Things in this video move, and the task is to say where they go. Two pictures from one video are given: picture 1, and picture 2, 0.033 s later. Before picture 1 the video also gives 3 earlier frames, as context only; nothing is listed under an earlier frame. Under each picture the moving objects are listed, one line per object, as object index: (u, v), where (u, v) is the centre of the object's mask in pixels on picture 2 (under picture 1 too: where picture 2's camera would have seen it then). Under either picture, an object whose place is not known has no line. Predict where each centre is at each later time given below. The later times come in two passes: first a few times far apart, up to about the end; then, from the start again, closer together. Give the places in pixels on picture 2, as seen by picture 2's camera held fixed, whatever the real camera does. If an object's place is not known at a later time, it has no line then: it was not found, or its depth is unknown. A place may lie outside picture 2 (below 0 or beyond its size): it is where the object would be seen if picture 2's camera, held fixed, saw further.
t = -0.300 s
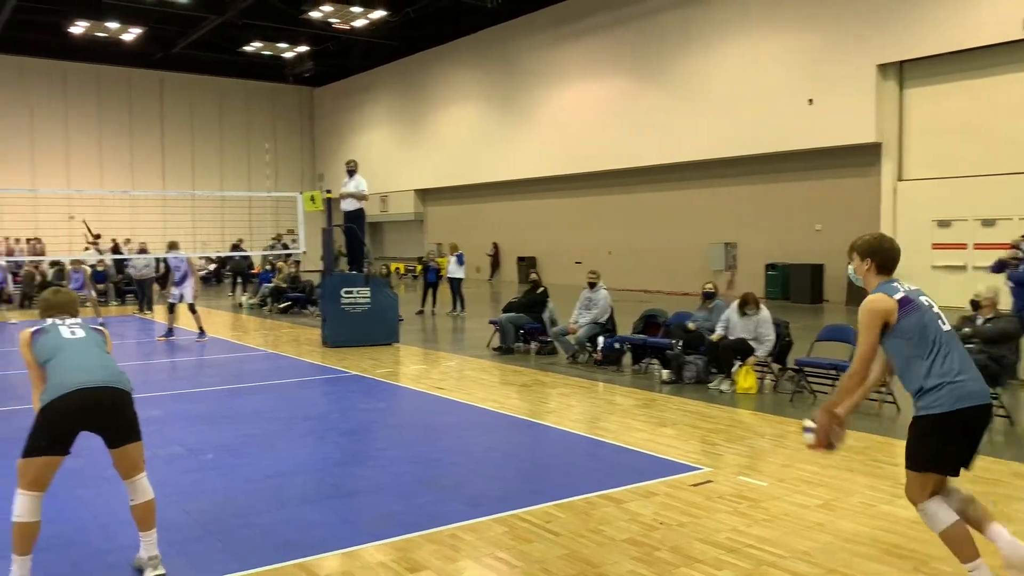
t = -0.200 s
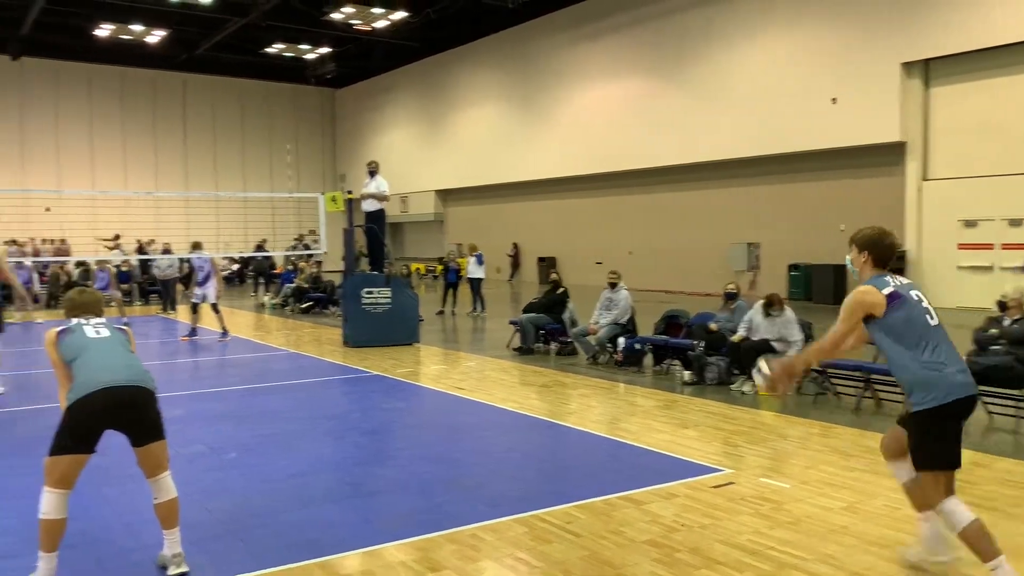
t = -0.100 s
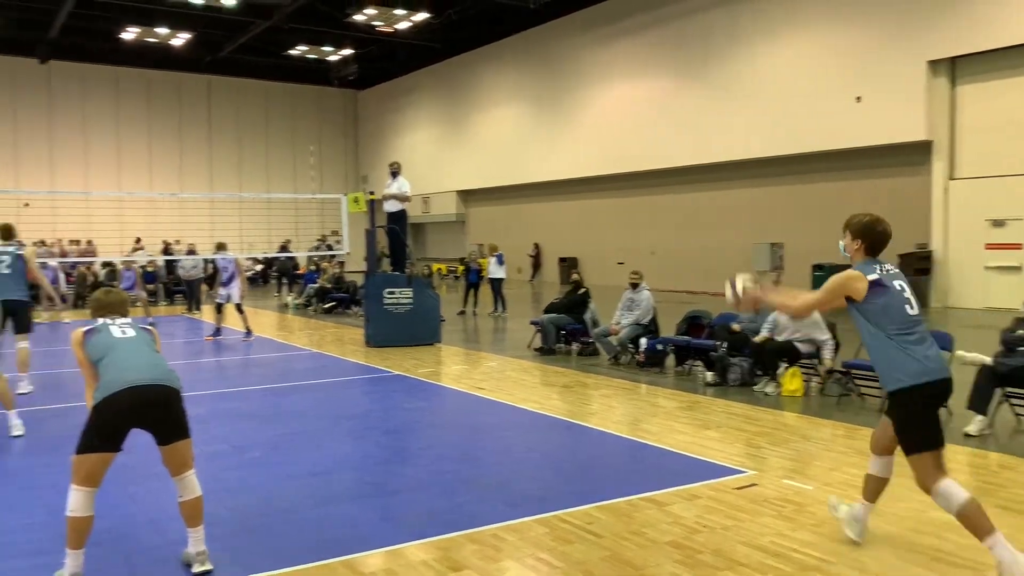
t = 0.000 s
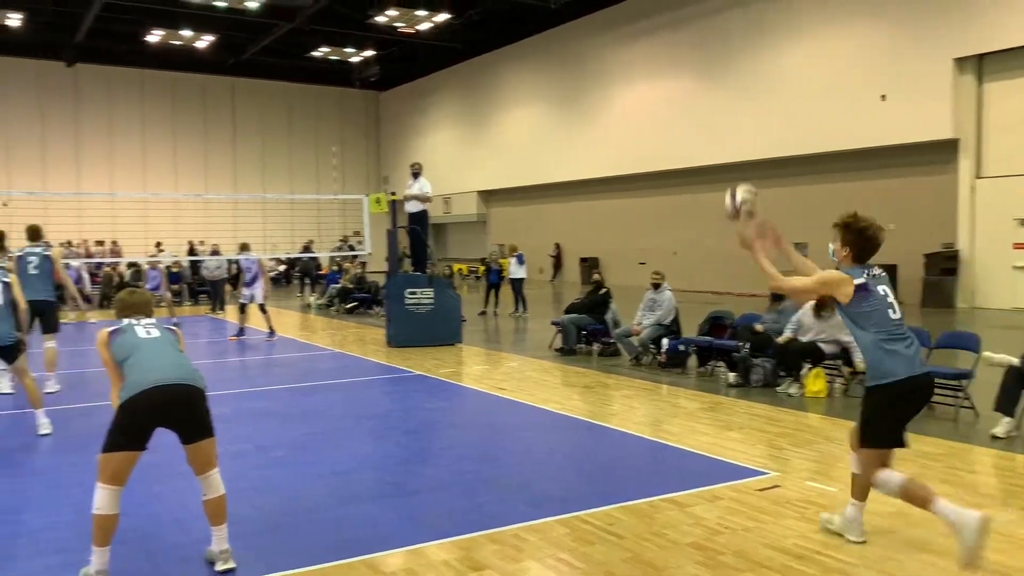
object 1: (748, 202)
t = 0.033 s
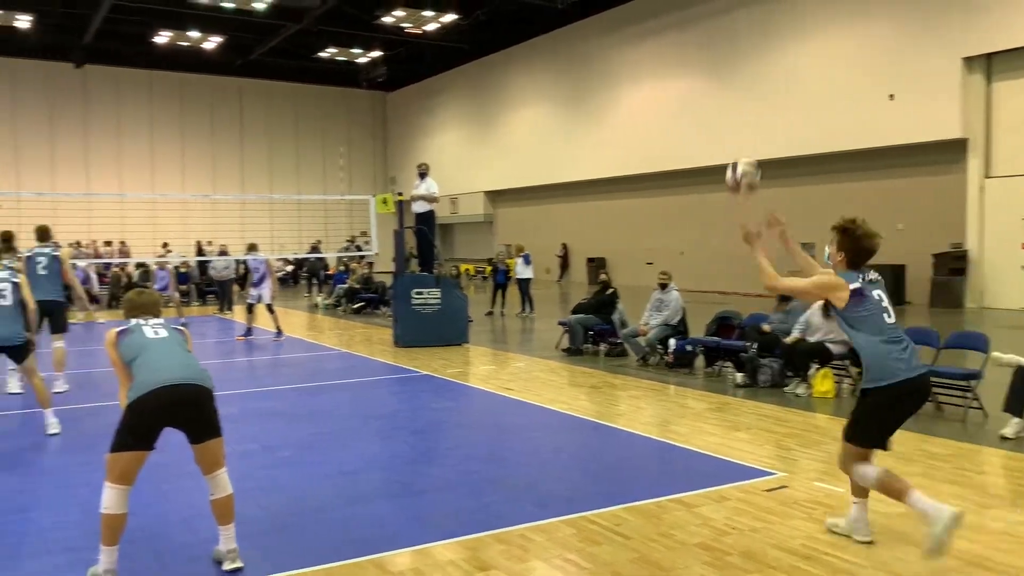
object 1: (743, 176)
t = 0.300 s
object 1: (699, 40)
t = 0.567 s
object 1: (662, 24)
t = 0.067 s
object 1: (737, 152)
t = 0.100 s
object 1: (731, 130)
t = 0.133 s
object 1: (726, 110)
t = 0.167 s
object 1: (720, 92)
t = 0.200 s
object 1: (715, 76)
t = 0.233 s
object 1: (709, 62)
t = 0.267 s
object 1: (704, 50)
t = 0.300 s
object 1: (699, 40)
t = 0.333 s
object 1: (694, 32)
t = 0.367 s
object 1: (690, 26)
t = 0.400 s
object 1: (684, 22)
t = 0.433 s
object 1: (680, 20)
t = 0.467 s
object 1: (675, 20)
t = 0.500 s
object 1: (670, 20)
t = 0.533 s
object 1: (666, 22)
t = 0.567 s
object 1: (662, 24)
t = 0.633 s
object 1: (653, 35)
